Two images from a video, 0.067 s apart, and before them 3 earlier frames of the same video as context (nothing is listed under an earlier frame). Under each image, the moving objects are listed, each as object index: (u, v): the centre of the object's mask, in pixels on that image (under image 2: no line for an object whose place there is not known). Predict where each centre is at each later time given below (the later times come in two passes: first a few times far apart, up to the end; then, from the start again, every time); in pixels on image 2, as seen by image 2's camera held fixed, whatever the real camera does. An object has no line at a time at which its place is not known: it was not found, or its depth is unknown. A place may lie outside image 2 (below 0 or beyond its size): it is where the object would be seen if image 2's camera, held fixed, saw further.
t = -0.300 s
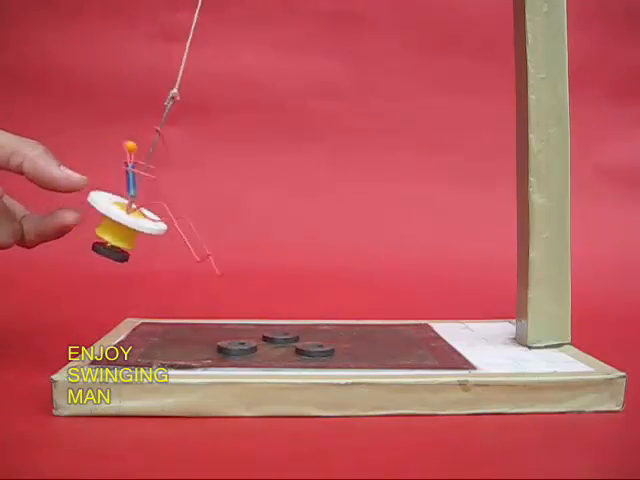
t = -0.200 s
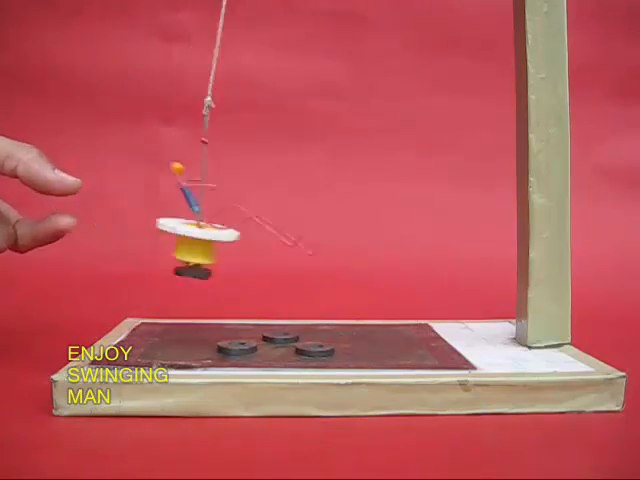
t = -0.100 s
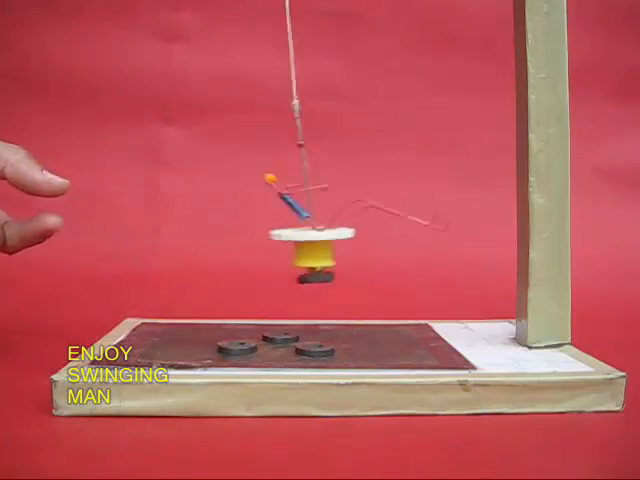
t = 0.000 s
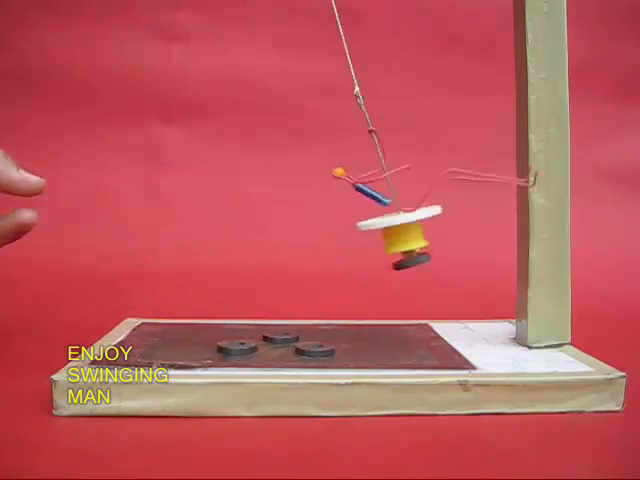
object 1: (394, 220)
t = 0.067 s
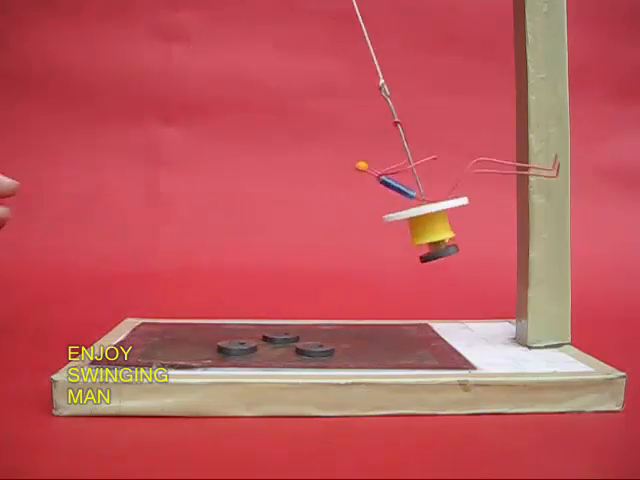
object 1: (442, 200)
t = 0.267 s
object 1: (332, 230)
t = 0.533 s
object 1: (127, 209)
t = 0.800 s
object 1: (291, 238)
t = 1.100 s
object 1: (392, 221)
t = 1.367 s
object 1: (149, 224)
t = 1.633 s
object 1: (207, 237)
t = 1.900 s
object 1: (404, 203)
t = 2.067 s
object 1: (343, 216)
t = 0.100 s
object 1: (444, 202)
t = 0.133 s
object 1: (436, 204)
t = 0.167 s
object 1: (421, 207)
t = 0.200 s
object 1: (393, 218)
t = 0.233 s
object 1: (362, 225)
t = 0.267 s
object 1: (332, 230)
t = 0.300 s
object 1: (298, 233)
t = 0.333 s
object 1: (247, 235)
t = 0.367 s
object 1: (220, 231)
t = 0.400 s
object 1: (188, 225)
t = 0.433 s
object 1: (162, 220)
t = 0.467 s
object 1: (142, 215)
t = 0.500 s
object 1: (134, 211)
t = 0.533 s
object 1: (127, 209)
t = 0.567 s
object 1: (125, 209)
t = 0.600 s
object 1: (131, 211)
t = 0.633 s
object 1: (145, 215)
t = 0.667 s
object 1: (163, 221)
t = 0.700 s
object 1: (190, 227)
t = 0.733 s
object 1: (215, 233)
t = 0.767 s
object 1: (252, 236)
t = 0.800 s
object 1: (291, 238)
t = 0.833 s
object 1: (329, 234)
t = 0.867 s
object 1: (359, 228)
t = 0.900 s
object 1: (383, 223)
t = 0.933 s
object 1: (404, 219)
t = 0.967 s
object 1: (416, 214)
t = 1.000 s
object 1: (415, 199)
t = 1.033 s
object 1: (415, 210)
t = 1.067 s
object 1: (404, 203)
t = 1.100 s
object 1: (392, 221)
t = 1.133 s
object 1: (365, 213)
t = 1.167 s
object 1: (337, 217)
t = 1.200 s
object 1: (307, 237)
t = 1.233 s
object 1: (268, 238)
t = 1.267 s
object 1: (229, 235)
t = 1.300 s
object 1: (196, 231)
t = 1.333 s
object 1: (170, 229)
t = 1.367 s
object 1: (149, 224)
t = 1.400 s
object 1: (134, 215)
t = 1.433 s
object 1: (128, 202)
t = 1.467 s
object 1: (127, 201)
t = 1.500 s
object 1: (126, 216)
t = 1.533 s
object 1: (138, 214)
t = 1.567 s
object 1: (156, 218)
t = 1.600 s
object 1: (178, 230)
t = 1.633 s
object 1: (207, 237)
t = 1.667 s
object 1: (242, 226)
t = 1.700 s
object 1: (282, 224)
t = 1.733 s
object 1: (320, 237)
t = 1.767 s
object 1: (348, 217)
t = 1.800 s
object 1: (367, 212)
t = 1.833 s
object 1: (385, 208)
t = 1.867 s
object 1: (397, 201)
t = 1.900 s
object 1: (404, 203)
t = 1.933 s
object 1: (403, 203)
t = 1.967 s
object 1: (396, 205)
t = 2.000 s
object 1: (383, 208)
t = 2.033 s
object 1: (369, 224)
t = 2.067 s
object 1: (343, 216)
